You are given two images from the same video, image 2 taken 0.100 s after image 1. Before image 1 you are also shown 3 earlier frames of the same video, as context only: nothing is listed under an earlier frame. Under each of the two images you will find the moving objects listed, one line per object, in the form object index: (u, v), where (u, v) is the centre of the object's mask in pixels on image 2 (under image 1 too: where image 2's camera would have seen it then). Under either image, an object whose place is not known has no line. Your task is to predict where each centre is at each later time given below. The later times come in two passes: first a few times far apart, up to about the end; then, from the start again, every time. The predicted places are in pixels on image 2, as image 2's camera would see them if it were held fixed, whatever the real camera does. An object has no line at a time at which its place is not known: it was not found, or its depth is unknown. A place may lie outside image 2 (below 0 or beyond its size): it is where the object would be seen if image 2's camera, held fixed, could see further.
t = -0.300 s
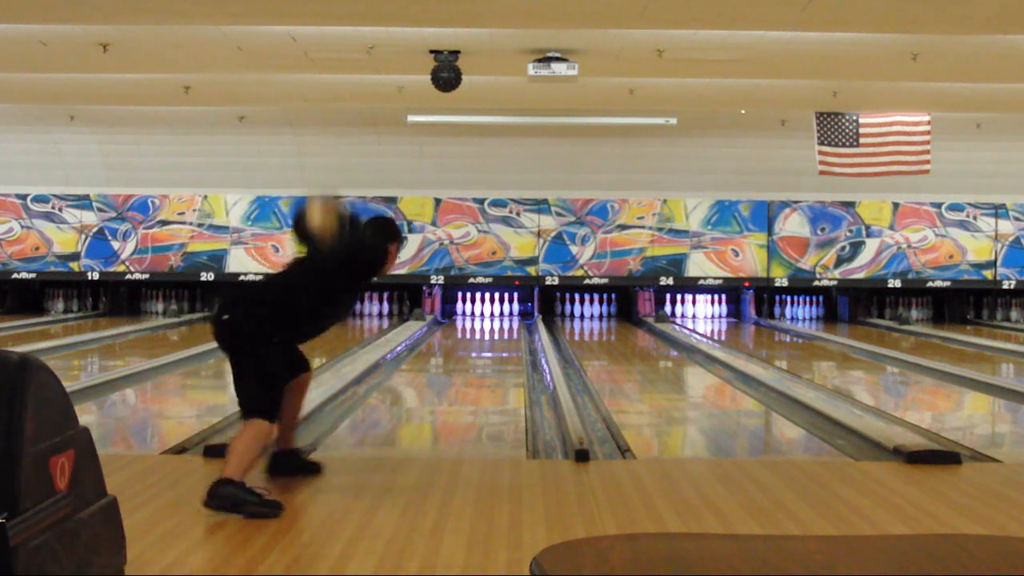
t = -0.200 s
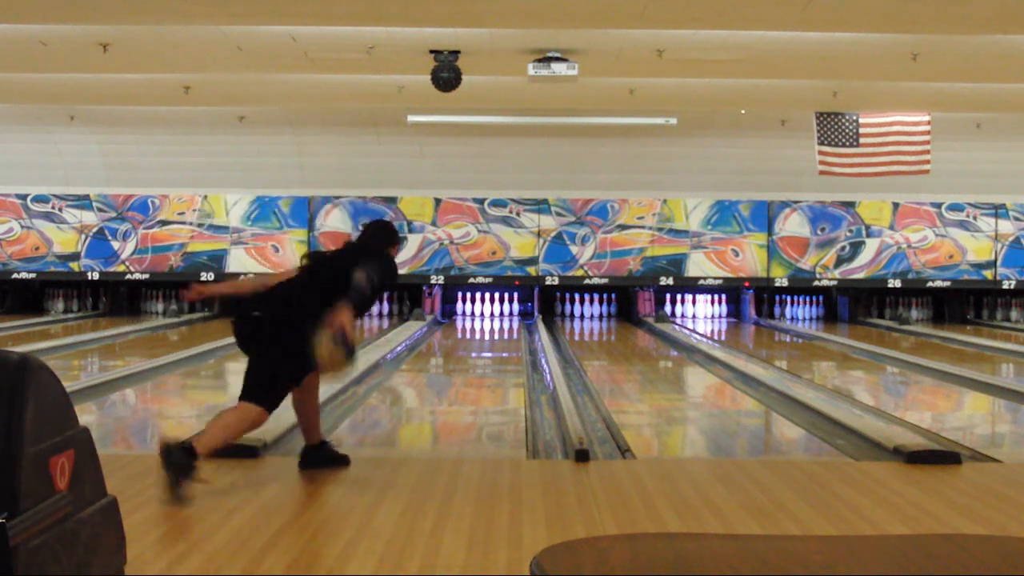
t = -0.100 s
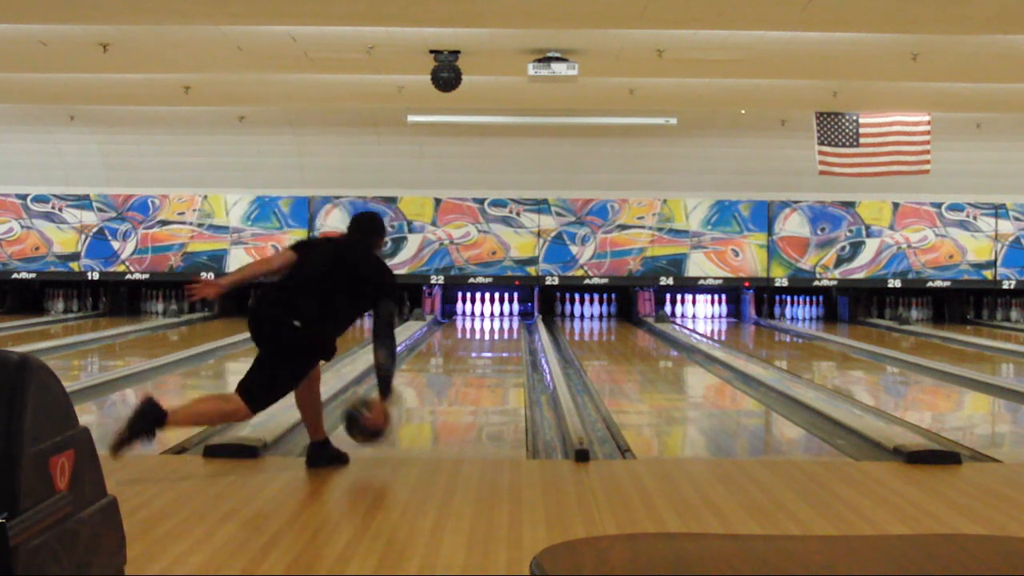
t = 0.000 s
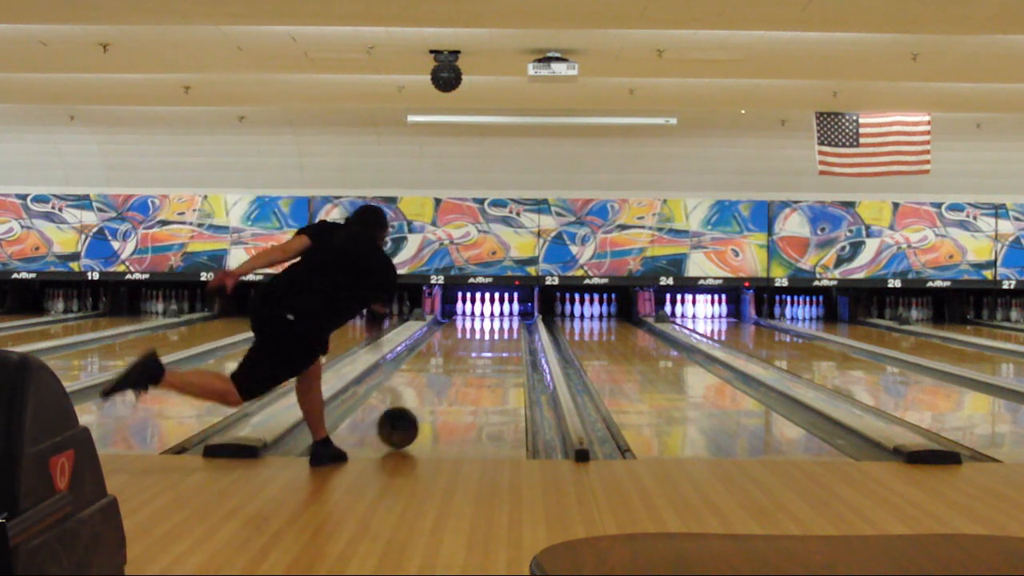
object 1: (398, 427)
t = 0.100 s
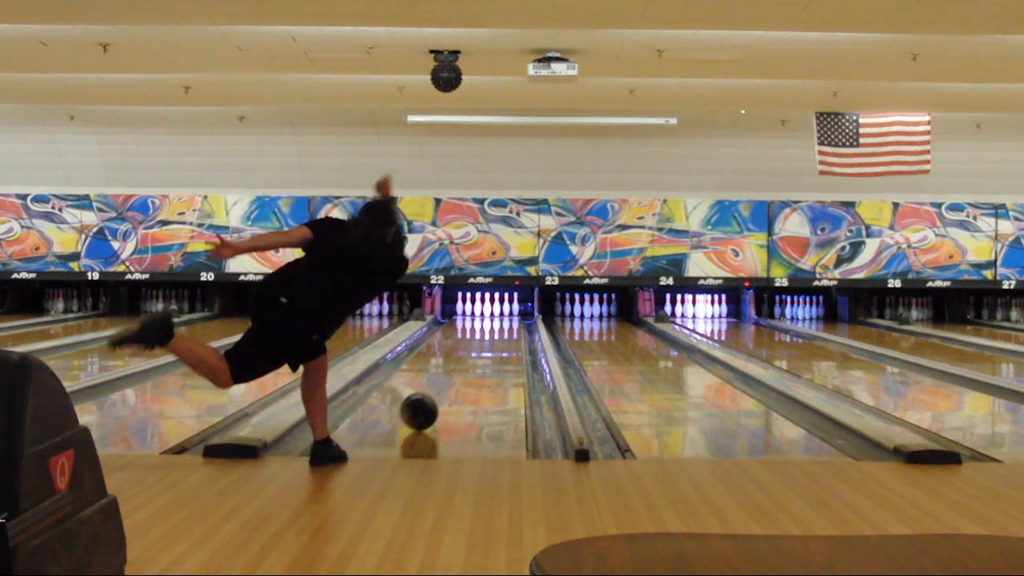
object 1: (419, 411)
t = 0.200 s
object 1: (436, 398)
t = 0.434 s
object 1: (466, 375)
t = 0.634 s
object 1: (484, 360)
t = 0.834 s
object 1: (496, 349)
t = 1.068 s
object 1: (506, 338)
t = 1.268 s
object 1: (510, 331)
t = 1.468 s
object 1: (514, 324)
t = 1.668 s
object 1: (513, 320)
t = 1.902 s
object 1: (509, 314)
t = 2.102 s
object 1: (505, 311)
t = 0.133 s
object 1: (425, 407)
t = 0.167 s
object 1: (431, 402)
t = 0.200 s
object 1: (436, 398)
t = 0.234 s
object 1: (441, 394)
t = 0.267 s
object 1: (446, 390)
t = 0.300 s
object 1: (451, 388)
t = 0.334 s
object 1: (455, 384)
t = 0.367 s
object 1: (459, 380)
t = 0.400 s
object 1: (463, 378)
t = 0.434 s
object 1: (466, 375)
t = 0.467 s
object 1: (470, 372)
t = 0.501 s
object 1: (473, 371)
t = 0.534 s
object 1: (476, 367)
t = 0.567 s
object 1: (479, 364)
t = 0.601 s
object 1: (481, 362)
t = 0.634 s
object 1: (484, 360)
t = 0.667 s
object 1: (485, 360)
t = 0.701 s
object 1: (488, 356)
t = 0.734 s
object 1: (490, 354)
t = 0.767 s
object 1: (492, 353)
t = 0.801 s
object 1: (495, 351)
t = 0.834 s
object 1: (496, 349)
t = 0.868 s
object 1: (497, 347)
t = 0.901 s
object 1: (500, 345)
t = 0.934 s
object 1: (501, 344)
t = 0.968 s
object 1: (502, 343)
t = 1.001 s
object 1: (503, 342)
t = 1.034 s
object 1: (505, 340)
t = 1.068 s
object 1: (506, 338)
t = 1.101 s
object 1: (506, 337)
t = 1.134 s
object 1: (508, 336)
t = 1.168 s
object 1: (508, 335)
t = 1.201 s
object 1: (509, 332)
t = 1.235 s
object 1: (510, 332)
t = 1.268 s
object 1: (510, 331)
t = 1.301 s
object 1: (511, 330)
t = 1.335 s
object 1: (512, 329)
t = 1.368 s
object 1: (512, 328)
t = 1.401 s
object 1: (513, 327)
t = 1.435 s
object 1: (512, 325)
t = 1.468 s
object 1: (514, 324)
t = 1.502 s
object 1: (513, 324)
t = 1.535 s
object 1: (513, 323)
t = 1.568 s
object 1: (514, 322)
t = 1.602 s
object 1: (512, 322)
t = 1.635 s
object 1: (513, 320)
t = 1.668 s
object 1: (513, 320)
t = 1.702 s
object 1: (513, 319)
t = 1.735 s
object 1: (513, 318)
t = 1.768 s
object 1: (512, 317)
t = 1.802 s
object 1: (512, 317)
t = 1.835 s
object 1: (510, 316)
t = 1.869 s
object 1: (510, 315)
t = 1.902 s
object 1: (509, 314)
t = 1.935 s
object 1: (508, 314)
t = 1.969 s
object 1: (507, 314)
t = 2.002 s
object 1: (507, 313)
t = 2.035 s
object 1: (506, 313)
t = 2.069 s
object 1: (505, 313)
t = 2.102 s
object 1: (505, 311)
